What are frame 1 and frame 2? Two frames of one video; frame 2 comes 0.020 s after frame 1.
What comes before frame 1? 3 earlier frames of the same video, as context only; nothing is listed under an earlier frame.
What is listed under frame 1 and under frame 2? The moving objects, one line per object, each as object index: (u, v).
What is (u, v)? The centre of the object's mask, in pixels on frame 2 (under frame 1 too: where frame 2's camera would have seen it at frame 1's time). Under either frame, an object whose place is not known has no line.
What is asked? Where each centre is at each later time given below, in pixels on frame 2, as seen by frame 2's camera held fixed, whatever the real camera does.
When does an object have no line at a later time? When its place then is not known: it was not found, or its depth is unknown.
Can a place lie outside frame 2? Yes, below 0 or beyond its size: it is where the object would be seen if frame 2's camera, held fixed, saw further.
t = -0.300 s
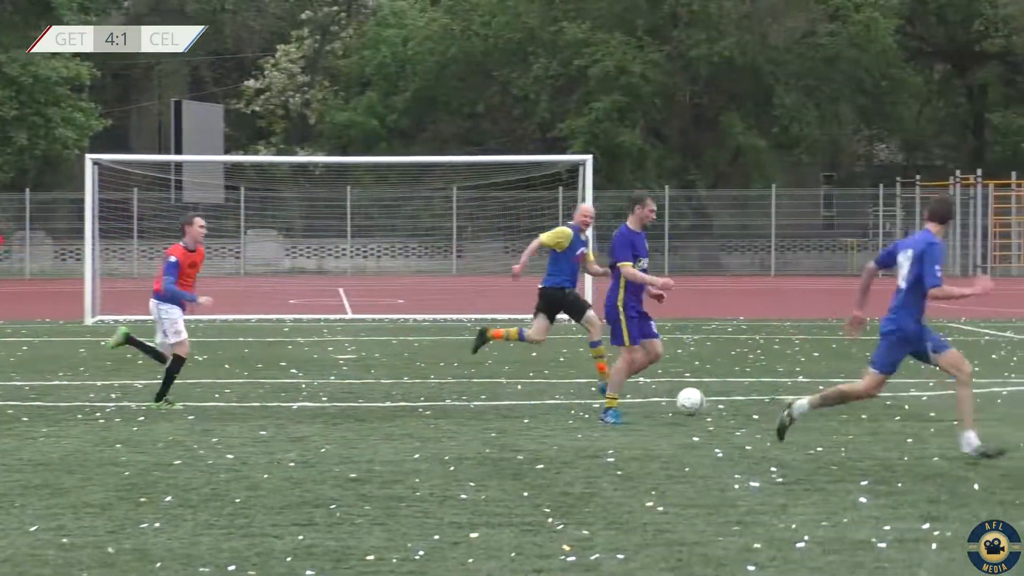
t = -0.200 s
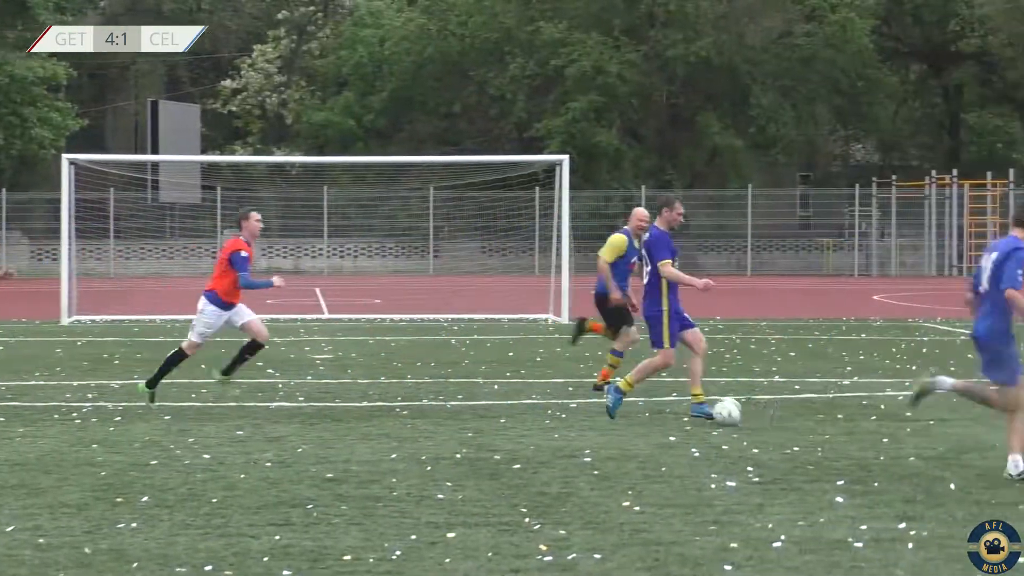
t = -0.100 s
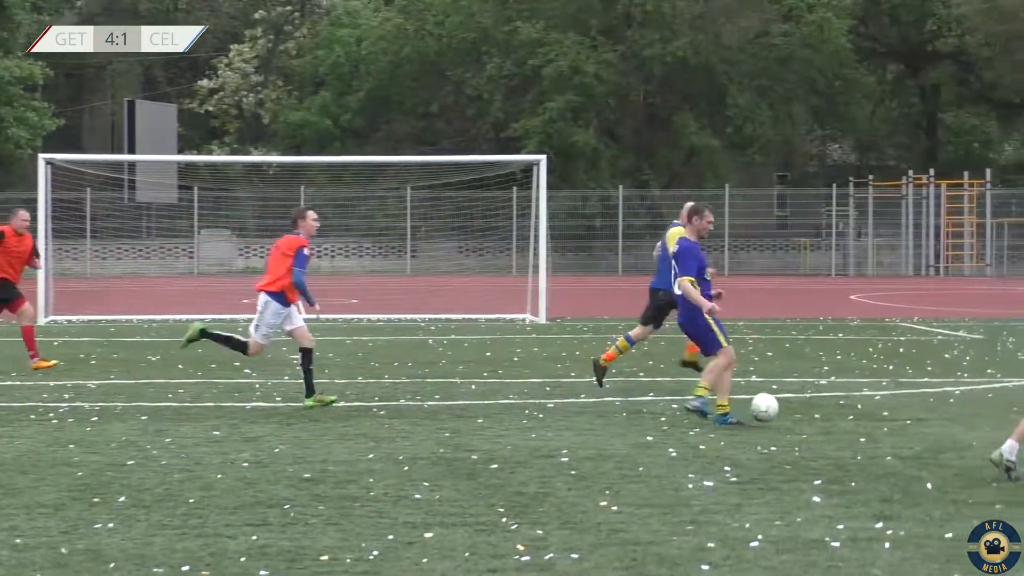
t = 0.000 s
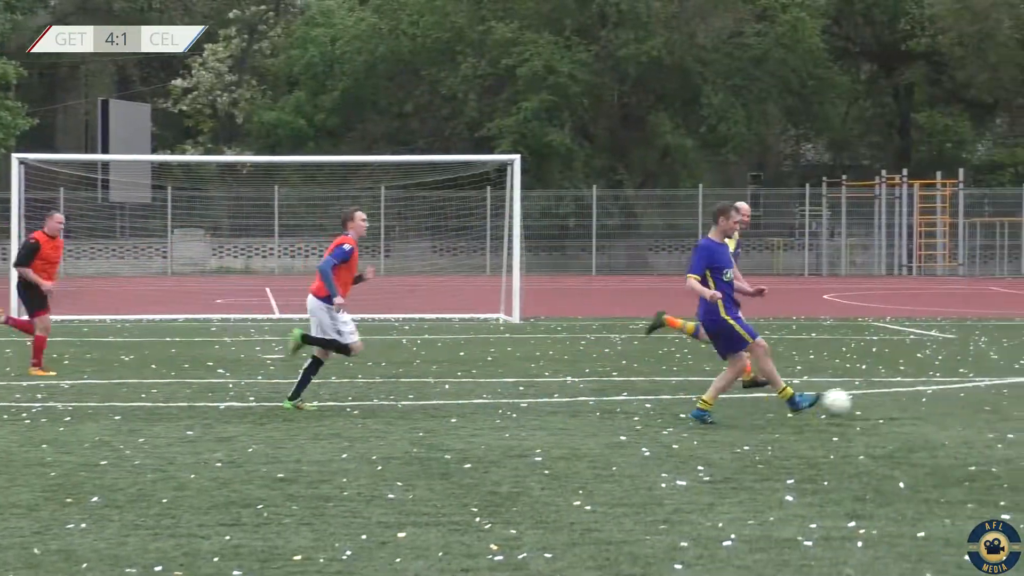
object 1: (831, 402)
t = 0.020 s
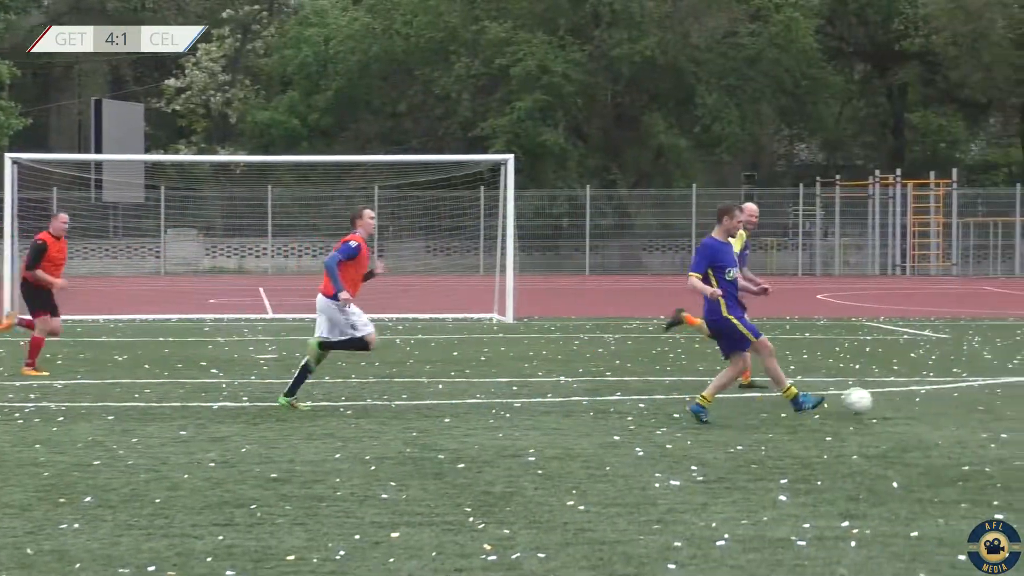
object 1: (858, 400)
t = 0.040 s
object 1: (883, 400)
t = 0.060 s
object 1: (909, 399)
